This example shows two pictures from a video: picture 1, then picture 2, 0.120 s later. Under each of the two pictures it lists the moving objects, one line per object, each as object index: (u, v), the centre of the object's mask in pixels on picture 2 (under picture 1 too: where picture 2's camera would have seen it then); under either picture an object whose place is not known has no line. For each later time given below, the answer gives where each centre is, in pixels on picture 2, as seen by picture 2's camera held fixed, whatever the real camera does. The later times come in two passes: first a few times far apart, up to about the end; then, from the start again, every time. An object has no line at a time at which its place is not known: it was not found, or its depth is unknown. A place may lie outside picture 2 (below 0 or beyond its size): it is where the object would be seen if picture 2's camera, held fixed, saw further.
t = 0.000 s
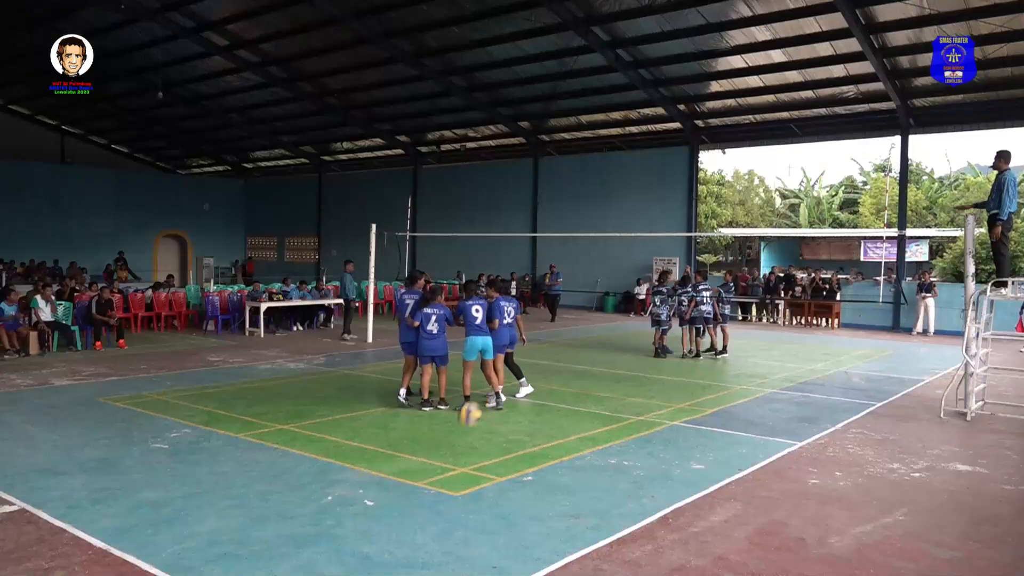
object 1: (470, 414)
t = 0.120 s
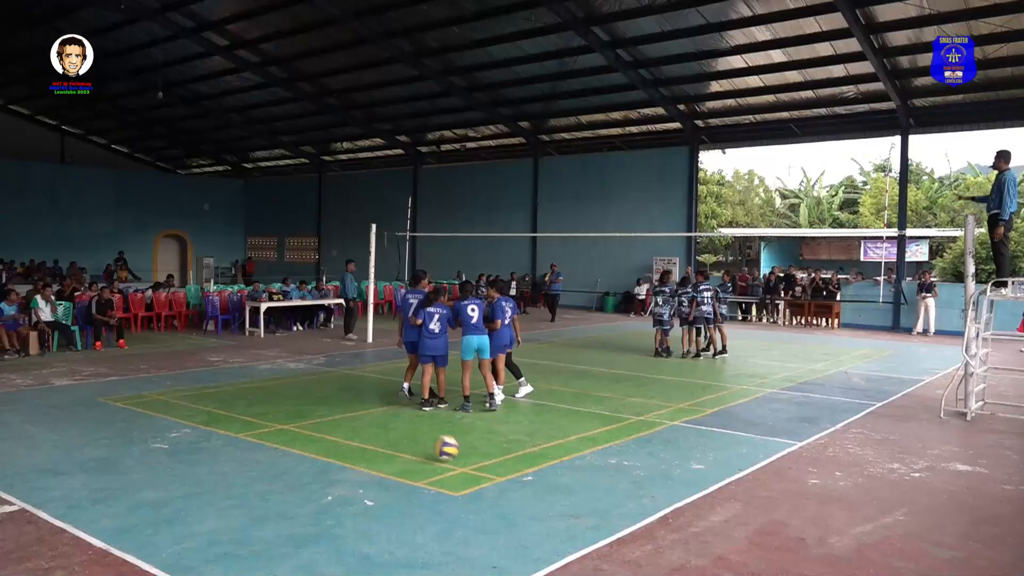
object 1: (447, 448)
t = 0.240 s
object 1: (423, 423)
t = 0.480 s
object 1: (372, 421)
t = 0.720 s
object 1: (310, 491)
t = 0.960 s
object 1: (237, 467)
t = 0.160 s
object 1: (439, 439)
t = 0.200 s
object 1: (431, 431)
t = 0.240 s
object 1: (423, 423)
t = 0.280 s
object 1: (415, 419)
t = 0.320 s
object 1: (406, 416)
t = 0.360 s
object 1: (399, 414)
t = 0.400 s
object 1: (390, 415)
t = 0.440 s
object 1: (381, 417)
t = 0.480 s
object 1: (372, 421)
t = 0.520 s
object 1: (362, 427)
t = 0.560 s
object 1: (352, 435)
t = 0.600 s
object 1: (343, 446)
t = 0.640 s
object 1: (332, 458)
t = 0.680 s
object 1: (321, 474)
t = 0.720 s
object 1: (310, 491)
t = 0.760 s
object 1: (299, 482)
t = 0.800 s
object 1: (287, 476)
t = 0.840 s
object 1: (276, 470)
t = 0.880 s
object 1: (263, 466)
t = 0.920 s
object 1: (250, 466)
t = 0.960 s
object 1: (237, 467)
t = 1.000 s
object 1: (224, 470)
